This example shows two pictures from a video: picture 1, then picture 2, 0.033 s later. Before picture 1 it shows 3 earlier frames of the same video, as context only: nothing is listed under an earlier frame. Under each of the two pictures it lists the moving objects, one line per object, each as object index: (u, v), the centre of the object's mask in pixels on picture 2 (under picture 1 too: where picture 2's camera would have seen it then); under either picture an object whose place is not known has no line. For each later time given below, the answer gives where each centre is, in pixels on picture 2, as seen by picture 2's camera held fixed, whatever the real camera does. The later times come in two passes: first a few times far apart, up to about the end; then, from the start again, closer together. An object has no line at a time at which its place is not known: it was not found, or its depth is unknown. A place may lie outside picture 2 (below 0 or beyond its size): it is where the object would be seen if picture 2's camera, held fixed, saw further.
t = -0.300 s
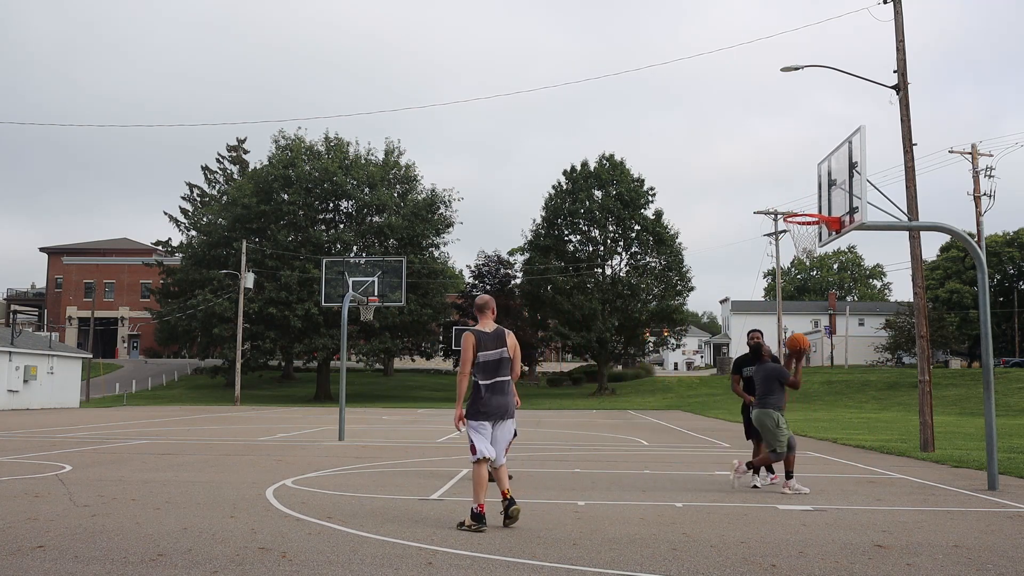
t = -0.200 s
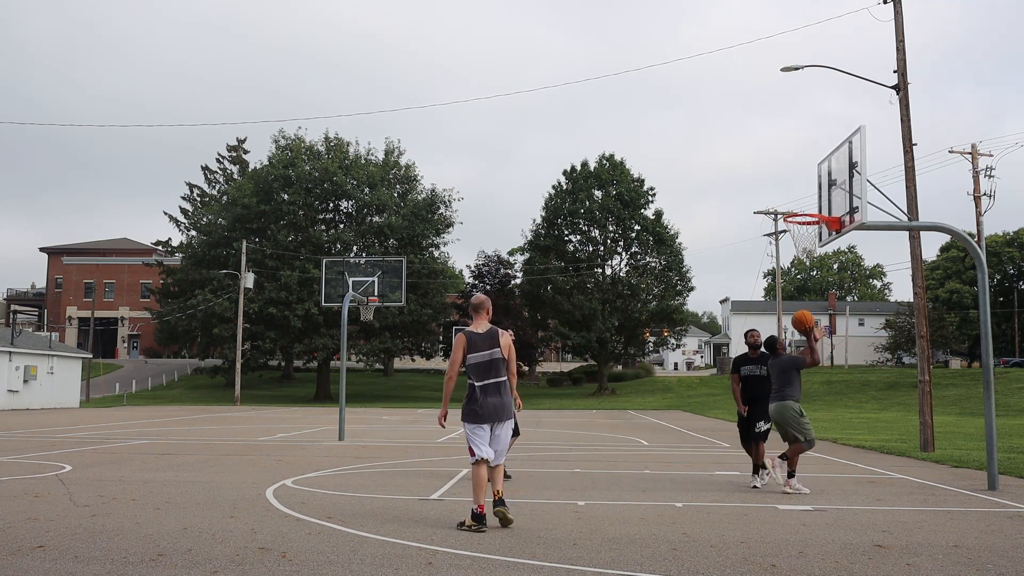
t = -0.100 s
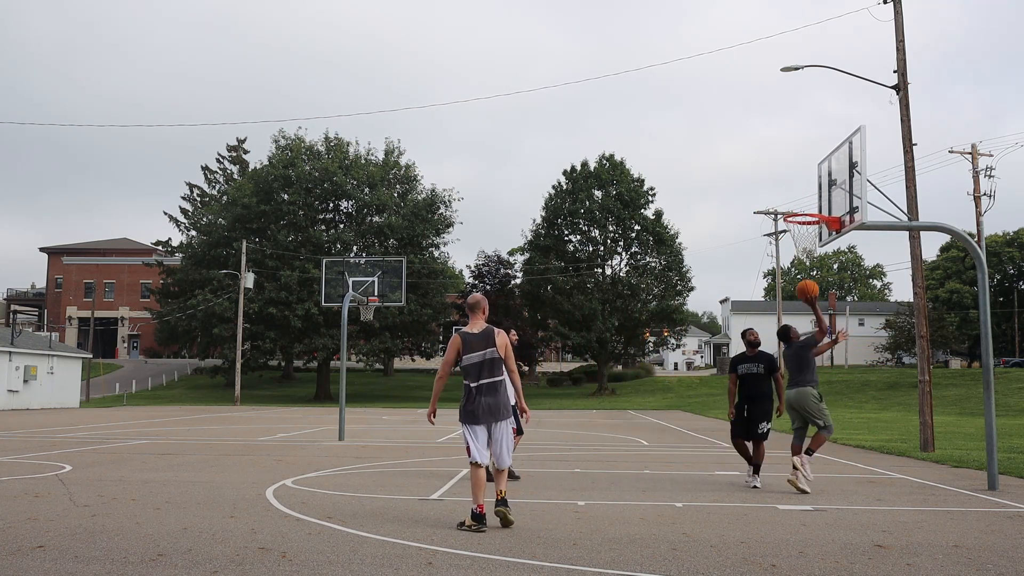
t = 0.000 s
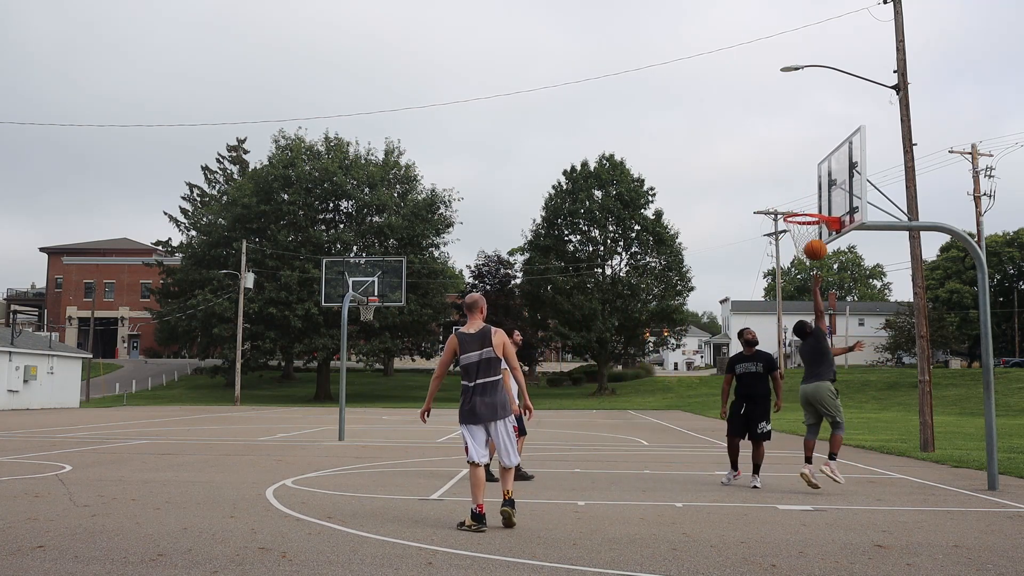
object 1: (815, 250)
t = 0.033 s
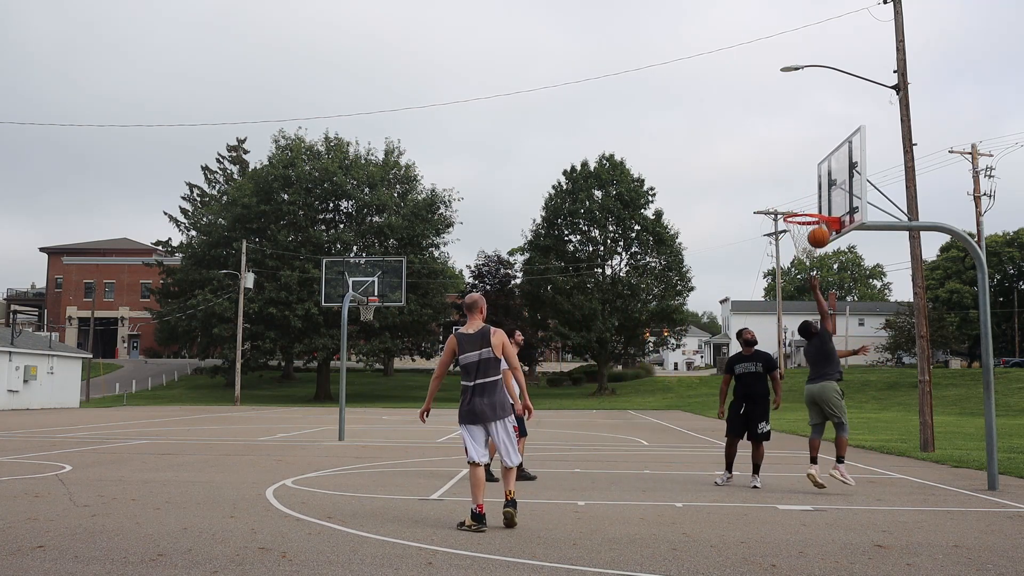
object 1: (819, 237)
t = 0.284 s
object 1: (829, 187)
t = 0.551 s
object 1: (799, 208)
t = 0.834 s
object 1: (818, 274)
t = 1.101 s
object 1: (846, 396)
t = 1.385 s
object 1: (882, 414)
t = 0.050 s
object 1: (820, 232)
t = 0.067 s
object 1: (822, 226)
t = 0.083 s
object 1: (824, 222)
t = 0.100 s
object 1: (825, 217)
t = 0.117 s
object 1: (826, 213)
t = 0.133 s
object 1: (828, 208)
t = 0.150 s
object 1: (829, 205)
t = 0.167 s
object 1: (831, 201)
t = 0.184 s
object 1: (832, 197)
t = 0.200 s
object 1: (834, 194)
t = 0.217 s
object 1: (835, 191)
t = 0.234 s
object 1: (835, 190)
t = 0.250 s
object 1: (833, 189)
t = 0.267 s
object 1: (831, 188)
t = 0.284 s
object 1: (829, 187)
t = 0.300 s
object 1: (827, 187)
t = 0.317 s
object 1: (825, 187)
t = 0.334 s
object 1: (824, 187)
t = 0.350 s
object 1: (821, 187)
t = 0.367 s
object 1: (820, 188)
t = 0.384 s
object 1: (818, 188)
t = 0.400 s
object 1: (816, 189)
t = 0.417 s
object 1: (814, 190)
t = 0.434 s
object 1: (812, 192)
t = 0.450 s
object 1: (810, 194)
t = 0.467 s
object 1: (809, 195)
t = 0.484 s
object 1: (807, 198)
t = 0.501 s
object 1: (805, 200)
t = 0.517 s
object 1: (803, 202)
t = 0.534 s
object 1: (801, 205)
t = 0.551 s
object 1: (799, 208)
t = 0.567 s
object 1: (798, 211)
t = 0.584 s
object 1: (795, 215)
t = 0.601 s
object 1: (794, 218)
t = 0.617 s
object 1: (796, 223)
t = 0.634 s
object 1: (798, 225)
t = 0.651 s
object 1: (799, 227)
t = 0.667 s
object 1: (801, 230)
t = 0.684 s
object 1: (803, 234)
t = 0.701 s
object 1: (805, 238)
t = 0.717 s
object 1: (807, 242)
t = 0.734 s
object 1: (808, 246)
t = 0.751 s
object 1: (810, 250)
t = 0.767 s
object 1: (812, 255)
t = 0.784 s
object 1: (814, 259)
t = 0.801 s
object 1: (815, 264)
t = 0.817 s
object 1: (817, 270)
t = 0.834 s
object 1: (818, 274)
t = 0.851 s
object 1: (820, 280)
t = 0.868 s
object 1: (821, 286)
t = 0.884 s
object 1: (823, 292)
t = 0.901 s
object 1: (825, 299)
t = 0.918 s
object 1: (827, 305)
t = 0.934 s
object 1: (828, 312)
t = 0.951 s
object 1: (830, 319)
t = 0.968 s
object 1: (832, 327)
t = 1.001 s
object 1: (835, 342)
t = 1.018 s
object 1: (837, 351)
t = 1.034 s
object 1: (839, 359)
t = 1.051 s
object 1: (841, 368)
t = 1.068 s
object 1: (842, 377)
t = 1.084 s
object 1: (844, 386)
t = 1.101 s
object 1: (846, 396)
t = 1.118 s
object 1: (848, 405)
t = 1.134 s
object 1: (850, 415)
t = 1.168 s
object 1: (854, 437)
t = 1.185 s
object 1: (855, 448)
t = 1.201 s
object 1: (857, 459)
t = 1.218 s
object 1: (859, 471)
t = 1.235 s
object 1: (861, 482)
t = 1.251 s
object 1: (863, 476)
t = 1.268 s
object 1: (865, 468)
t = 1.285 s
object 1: (868, 459)
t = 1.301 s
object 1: (870, 451)
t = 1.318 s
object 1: (872, 443)
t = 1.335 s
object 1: (875, 436)
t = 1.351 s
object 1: (877, 428)
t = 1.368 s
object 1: (879, 421)
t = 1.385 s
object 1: (882, 414)
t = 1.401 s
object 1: (884, 407)
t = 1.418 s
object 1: (887, 401)
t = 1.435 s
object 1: (890, 395)
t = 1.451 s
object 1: (892, 388)
